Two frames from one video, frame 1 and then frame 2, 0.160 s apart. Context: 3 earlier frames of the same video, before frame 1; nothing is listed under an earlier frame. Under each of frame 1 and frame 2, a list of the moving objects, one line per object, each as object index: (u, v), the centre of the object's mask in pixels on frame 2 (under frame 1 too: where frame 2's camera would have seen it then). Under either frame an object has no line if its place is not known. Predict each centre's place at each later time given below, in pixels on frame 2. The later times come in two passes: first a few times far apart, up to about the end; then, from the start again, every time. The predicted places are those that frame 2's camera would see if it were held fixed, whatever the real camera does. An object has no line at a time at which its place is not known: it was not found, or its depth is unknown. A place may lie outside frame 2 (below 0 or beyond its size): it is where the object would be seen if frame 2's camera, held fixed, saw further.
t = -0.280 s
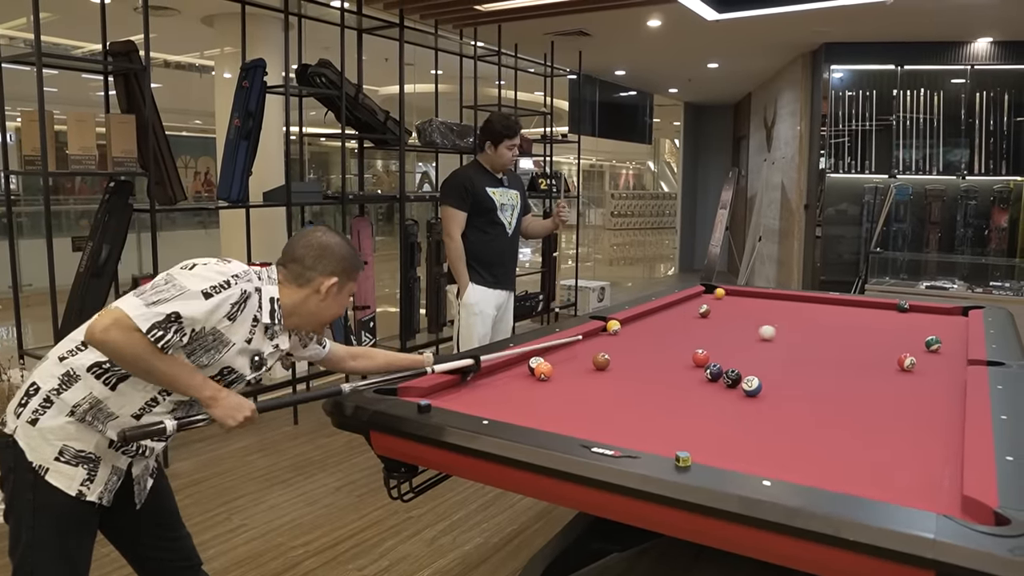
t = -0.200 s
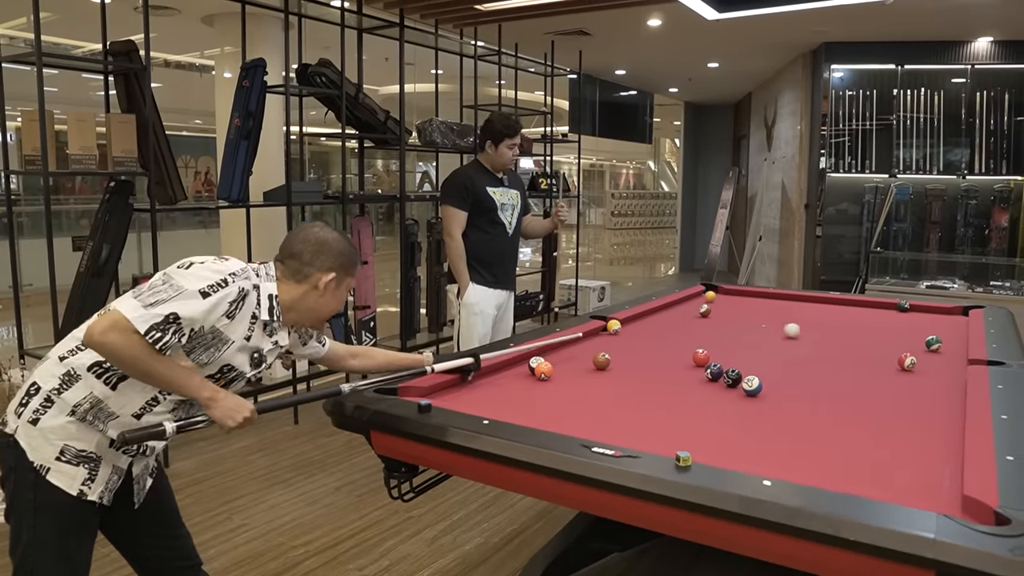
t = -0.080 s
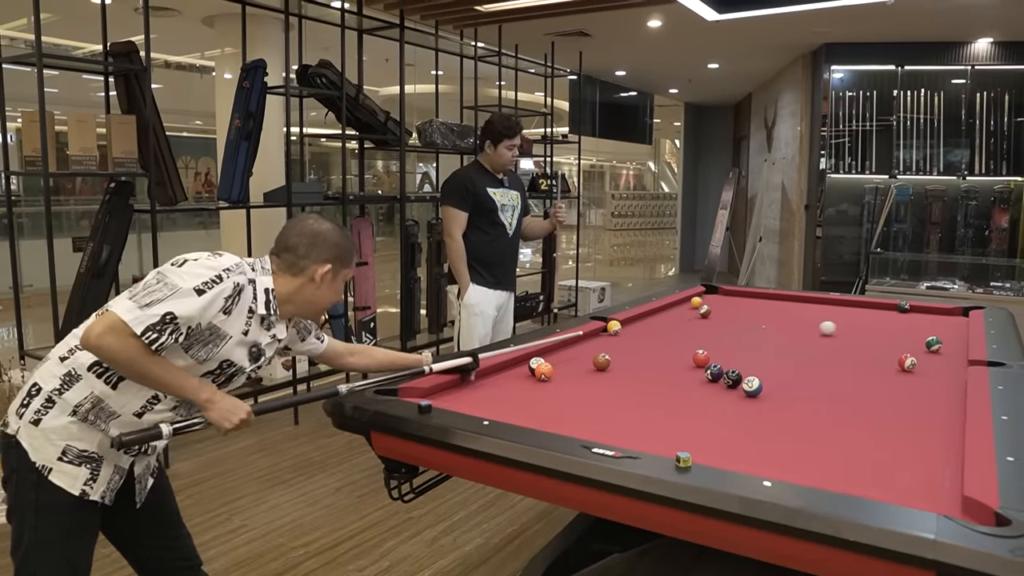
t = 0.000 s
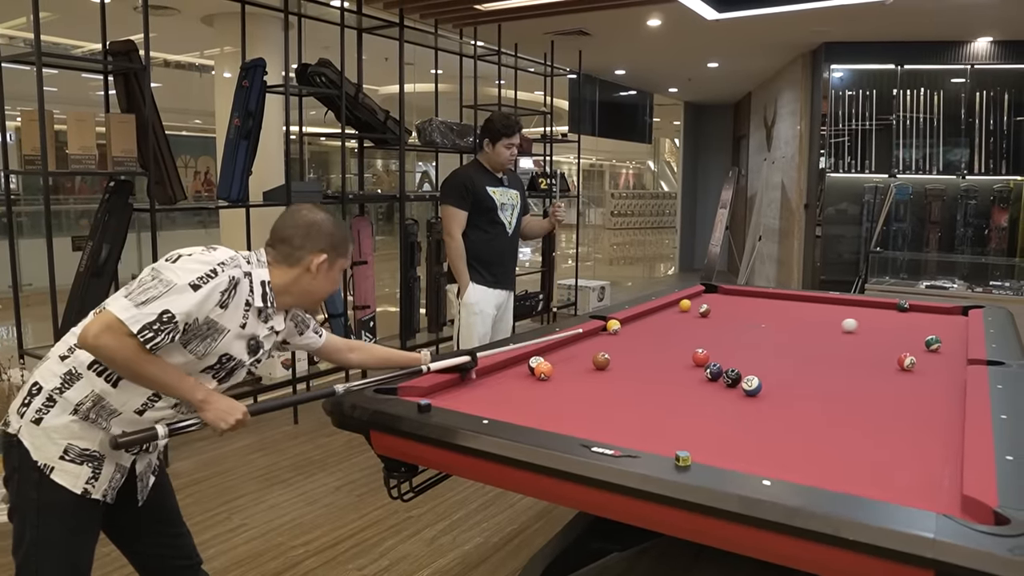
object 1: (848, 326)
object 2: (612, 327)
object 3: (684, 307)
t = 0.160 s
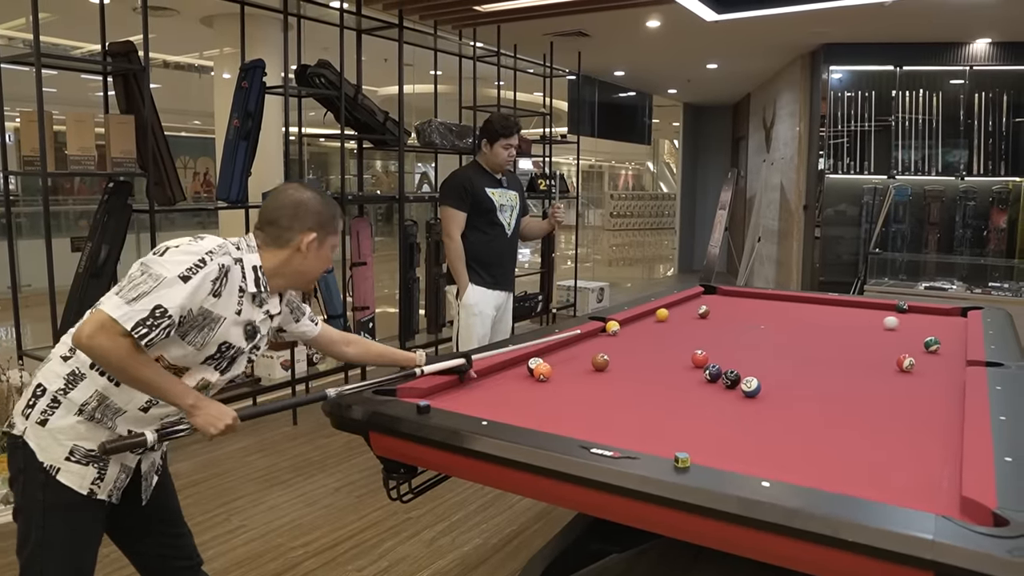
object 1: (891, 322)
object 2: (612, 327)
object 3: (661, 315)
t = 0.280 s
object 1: (920, 320)
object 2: (612, 327)
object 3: (642, 322)
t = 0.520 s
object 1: (953, 314)
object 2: (615, 331)
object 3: (632, 337)
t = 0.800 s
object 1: (921, 310)
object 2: (627, 337)
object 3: (634, 359)
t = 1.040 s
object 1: (890, 311)
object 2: (637, 341)
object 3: (637, 383)
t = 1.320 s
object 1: (855, 311)
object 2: (648, 347)
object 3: (642, 421)
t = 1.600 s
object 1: (821, 312)
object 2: (659, 353)
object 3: (673, 439)
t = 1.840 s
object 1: (793, 312)
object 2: (669, 358)
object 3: (719, 427)
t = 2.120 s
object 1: (760, 313)
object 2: (679, 364)
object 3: (765, 415)
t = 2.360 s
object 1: (733, 313)
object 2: (687, 369)
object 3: (798, 406)
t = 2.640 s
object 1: (704, 314)
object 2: (696, 374)
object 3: (833, 396)
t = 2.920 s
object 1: (682, 316)
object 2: (702, 379)
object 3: (862, 388)
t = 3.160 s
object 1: (663, 318)
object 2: (706, 383)
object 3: (885, 382)
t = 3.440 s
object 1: (641, 319)
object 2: (711, 387)
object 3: (908, 376)
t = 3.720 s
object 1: (632, 321)
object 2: (716, 391)
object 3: (929, 370)
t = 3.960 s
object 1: (633, 324)
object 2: (719, 393)
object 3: (944, 366)
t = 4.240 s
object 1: (634, 327)
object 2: (722, 396)
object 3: (955, 362)
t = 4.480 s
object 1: (634, 328)
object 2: (724, 397)
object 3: (945, 357)
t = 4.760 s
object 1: (635, 330)
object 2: (725, 398)
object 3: (936, 354)
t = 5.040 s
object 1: (635, 332)
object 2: (726, 399)
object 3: (928, 351)
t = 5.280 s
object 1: (636, 334)
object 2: (725, 398)
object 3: (922, 348)
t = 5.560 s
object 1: (637, 335)
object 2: (725, 398)
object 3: (918, 346)
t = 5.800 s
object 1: (637, 335)
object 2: (725, 398)
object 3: (915, 345)
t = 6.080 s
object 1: (638, 336)
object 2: (725, 398)
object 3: (911, 343)
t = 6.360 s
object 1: (638, 336)
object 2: (725, 398)
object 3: (910, 342)
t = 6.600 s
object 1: (638, 335)
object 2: (725, 398)
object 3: (909, 342)
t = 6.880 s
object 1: (637, 335)
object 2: (725, 398)
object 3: (908, 342)
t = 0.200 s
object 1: (900, 321)
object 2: (612, 327)
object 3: (655, 317)
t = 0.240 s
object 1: (911, 321)
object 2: (612, 327)
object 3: (649, 319)
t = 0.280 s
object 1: (920, 320)
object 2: (612, 327)
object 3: (642, 322)
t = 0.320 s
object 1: (929, 319)
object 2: (612, 328)
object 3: (635, 324)
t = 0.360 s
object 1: (939, 318)
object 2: (612, 327)
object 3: (628, 327)
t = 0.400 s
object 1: (948, 317)
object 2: (611, 328)
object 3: (627, 329)
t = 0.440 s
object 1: (957, 316)
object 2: (612, 329)
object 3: (629, 332)
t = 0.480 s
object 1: (958, 315)
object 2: (614, 330)
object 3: (631, 334)
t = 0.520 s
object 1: (953, 314)
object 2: (615, 331)
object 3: (632, 337)
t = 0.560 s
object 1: (949, 313)
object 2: (617, 331)
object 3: (632, 340)
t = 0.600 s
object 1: (945, 311)
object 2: (618, 332)
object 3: (632, 343)
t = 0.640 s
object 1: (941, 310)
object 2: (620, 333)
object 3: (633, 346)
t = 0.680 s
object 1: (937, 310)
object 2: (622, 334)
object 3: (633, 349)
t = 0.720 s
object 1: (931, 310)
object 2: (624, 335)
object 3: (633, 352)
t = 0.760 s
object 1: (926, 310)
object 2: (625, 335)
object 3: (634, 355)
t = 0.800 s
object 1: (921, 310)
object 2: (627, 337)
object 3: (634, 359)
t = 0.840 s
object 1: (916, 310)
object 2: (629, 337)
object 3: (635, 363)
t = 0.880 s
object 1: (911, 310)
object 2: (630, 338)
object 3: (635, 366)
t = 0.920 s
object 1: (905, 310)
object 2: (632, 339)
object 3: (636, 370)
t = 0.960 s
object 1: (900, 310)
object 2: (633, 340)
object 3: (636, 375)
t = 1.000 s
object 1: (895, 311)
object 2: (635, 340)
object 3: (637, 379)
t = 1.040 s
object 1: (890, 311)
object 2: (637, 341)
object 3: (637, 383)
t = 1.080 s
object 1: (885, 311)
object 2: (638, 342)
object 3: (638, 388)
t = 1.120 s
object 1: (880, 311)
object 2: (640, 343)
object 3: (639, 393)
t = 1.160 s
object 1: (875, 311)
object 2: (642, 344)
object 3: (639, 398)
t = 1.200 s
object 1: (870, 311)
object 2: (643, 345)
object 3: (640, 403)
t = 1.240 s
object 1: (865, 311)
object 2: (645, 346)
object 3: (641, 409)
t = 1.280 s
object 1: (860, 311)
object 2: (646, 346)
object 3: (641, 415)
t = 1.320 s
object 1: (855, 311)
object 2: (648, 347)
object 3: (642, 421)
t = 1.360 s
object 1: (850, 311)
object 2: (650, 348)
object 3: (643, 427)
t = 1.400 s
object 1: (845, 311)
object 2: (651, 349)
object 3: (644, 433)
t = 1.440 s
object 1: (840, 311)
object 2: (653, 350)
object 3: (644, 438)
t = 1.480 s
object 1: (836, 312)
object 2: (654, 351)
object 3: (648, 441)
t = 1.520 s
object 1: (831, 312)
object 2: (656, 352)
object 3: (657, 441)
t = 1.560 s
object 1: (826, 312)
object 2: (658, 352)
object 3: (666, 440)
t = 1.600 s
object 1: (821, 312)
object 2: (659, 353)
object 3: (673, 439)
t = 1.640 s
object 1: (816, 312)
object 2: (661, 354)
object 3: (681, 438)
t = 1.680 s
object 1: (811, 312)
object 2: (663, 355)
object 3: (690, 435)
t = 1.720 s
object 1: (806, 312)
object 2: (664, 356)
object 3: (697, 433)
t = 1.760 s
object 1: (801, 312)
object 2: (665, 357)
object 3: (705, 431)
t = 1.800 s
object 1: (797, 312)
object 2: (667, 357)
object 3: (712, 429)
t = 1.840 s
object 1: (793, 312)
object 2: (669, 358)
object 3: (719, 427)
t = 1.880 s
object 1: (788, 312)
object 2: (670, 359)
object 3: (726, 425)
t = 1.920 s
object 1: (783, 312)
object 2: (672, 360)
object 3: (733, 424)
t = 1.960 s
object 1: (778, 312)
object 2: (673, 361)
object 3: (740, 422)
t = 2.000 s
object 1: (774, 312)
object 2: (674, 361)
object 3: (747, 420)
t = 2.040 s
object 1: (769, 312)
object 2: (676, 362)
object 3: (753, 419)
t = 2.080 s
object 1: (764, 313)
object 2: (678, 363)
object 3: (759, 417)
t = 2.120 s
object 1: (760, 313)
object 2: (679, 364)
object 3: (765, 415)
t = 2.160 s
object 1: (755, 313)
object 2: (680, 365)
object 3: (771, 414)
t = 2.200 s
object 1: (751, 313)
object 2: (682, 366)
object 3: (777, 412)
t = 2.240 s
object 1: (746, 313)
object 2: (683, 366)
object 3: (782, 410)
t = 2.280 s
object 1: (742, 313)
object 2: (685, 367)
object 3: (788, 409)
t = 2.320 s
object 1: (737, 313)
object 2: (686, 368)
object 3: (793, 407)
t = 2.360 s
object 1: (733, 313)
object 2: (687, 369)
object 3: (798, 406)
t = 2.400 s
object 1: (728, 313)
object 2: (689, 370)
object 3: (804, 404)
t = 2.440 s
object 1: (724, 313)
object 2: (690, 370)
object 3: (809, 403)
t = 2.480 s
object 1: (719, 313)
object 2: (692, 371)
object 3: (814, 402)
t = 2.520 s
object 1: (715, 313)
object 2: (693, 372)
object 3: (819, 400)
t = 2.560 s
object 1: (711, 314)
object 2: (694, 373)
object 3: (824, 399)
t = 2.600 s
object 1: (708, 314)
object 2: (695, 373)
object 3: (828, 398)
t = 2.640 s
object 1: (704, 314)
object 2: (696, 374)
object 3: (833, 396)
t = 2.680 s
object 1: (701, 314)
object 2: (697, 375)
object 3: (838, 395)
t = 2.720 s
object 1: (698, 314)
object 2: (697, 376)
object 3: (842, 394)
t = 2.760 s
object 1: (695, 315)
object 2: (698, 376)
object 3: (846, 393)
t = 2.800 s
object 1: (691, 315)
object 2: (699, 377)
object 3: (851, 391)
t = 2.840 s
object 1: (688, 316)
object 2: (700, 378)
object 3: (855, 390)
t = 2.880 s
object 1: (685, 315)
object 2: (701, 378)
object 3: (859, 390)
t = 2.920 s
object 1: (682, 316)
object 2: (702, 379)
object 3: (862, 388)
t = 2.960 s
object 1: (679, 316)
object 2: (703, 380)
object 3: (867, 387)
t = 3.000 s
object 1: (675, 316)
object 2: (703, 380)
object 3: (871, 386)
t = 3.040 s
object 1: (672, 317)
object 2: (704, 381)
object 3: (874, 385)
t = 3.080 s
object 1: (669, 317)
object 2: (705, 381)
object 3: (878, 384)
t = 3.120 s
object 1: (666, 317)
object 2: (705, 382)
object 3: (881, 383)
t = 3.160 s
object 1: (663, 318)
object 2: (706, 383)
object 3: (885, 382)
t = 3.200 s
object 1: (660, 318)
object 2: (707, 383)
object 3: (889, 381)
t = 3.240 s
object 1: (656, 318)
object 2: (708, 384)
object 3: (892, 380)
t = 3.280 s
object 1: (653, 318)
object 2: (708, 385)
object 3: (895, 379)
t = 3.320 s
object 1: (650, 318)
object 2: (709, 386)
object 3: (899, 379)
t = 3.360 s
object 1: (647, 319)
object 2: (710, 386)
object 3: (902, 378)
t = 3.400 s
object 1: (644, 319)
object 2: (711, 387)
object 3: (905, 377)
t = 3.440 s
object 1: (641, 319)
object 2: (711, 387)
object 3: (908, 376)
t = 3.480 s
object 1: (638, 319)
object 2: (712, 388)
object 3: (911, 375)
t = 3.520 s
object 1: (635, 319)
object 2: (713, 388)
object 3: (914, 374)
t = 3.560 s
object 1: (632, 320)
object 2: (713, 389)
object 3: (917, 373)
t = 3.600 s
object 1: (632, 320)
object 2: (714, 389)
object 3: (920, 373)
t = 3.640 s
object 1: (632, 321)
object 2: (715, 390)
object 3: (923, 372)
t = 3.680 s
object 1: (632, 321)
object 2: (715, 390)
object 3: (925, 371)
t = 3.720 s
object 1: (632, 321)
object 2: (716, 391)
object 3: (929, 370)
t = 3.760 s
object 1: (632, 322)
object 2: (716, 391)
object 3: (931, 370)
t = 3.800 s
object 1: (632, 323)
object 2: (717, 392)
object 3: (934, 369)
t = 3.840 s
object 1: (632, 323)
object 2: (717, 392)
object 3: (936, 368)
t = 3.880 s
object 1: (632, 323)
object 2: (718, 393)
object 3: (939, 367)
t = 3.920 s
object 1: (633, 324)
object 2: (718, 393)
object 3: (941, 367)
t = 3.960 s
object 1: (633, 324)
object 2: (719, 393)
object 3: (944, 366)
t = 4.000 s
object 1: (633, 325)
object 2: (719, 394)
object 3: (946, 365)
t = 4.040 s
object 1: (633, 325)
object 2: (720, 394)
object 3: (949, 365)
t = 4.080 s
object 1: (633, 325)
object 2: (720, 395)
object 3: (951, 364)
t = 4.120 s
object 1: (633, 326)
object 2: (720, 395)
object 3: (954, 363)
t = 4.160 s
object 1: (633, 326)
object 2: (721, 395)
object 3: (956, 363)
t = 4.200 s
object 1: (633, 326)
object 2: (721, 395)
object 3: (957, 362)
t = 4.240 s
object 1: (634, 327)
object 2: (722, 396)
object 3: (955, 362)
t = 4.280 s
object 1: (634, 327)
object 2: (722, 396)
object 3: (954, 361)
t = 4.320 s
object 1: (634, 327)
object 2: (723, 396)
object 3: (952, 360)
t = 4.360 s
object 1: (634, 328)
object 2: (723, 396)
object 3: (950, 359)
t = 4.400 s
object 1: (634, 328)
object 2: (723, 397)
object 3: (948, 359)
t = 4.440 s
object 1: (634, 328)
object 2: (724, 397)
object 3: (947, 358)
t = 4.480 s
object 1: (634, 328)
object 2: (724, 397)
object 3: (945, 357)
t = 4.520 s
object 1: (634, 329)
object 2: (724, 397)
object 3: (944, 357)
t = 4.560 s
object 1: (635, 329)
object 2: (725, 397)
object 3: (943, 357)
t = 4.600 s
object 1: (635, 330)
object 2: (725, 398)
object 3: (941, 356)
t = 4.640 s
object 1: (635, 330)
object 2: (725, 398)
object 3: (940, 355)
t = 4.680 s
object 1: (635, 330)
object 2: (725, 398)
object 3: (938, 354)
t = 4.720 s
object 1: (635, 330)
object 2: (725, 398)
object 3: (937, 354)
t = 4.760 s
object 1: (635, 330)
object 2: (725, 398)
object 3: (936, 354)
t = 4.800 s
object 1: (635, 331)
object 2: (725, 398)
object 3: (935, 353)
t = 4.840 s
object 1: (635, 331)
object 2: (725, 398)
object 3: (934, 353)
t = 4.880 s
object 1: (635, 331)
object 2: (725, 398)
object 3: (933, 352)
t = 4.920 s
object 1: (635, 332)
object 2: (725, 398)
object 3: (931, 352)
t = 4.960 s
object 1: (635, 332)
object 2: (725, 398)
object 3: (930, 351)
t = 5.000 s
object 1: (635, 332)
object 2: (725, 398)
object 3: (929, 351)
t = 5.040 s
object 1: (635, 332)
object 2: (726, 399)
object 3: (928, 351)
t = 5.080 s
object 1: (636, 332)
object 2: (725, 398)
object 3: (927, 350)
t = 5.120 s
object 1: (636, 333)
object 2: (725, 398)
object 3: (926, 350)
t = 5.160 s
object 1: (636, 333)
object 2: (725, 398)
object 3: (925, 349)
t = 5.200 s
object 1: (636, 333)
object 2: (725, 398)
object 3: (924, 349)
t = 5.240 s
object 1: (636, 333)
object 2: (725, 398)
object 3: (923, 349)
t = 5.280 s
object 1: (636, 334)
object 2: (725, 398)
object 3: (922, 348)
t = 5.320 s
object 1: (636, 334)
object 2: (725, 398)
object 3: (922, 348)
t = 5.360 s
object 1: (636, 334)
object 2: (725, 398)
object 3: (921, 348)
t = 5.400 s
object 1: (636, 334)
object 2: (725, 398)
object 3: (920, 347)
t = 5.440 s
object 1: (636, 334)
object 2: (725, 398)
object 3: (920, 347)
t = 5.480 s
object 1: (637, 334)
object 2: (725, 398)
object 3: (919, 347)
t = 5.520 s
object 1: (637, 334)
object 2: (725, 398)
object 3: (918, 347)
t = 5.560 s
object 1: (637, 335)
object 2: (725, 398)
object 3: (918, 346)
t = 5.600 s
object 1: (637, 335)
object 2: (725, 398)
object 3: (917, 346)
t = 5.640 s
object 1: (637, 335)
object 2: (725, 398)
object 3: (916, 346)
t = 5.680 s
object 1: (637, 335)
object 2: (725, 398)
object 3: (916, 345)
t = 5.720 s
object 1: (637, 335)
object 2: (725, 398)
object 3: (915, 345)
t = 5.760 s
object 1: (637, 335)
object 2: (725, 398)
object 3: (915, 345)
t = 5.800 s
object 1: (637, 335)
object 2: (725, 398)
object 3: (915, 345)
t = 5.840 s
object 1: (637, 335)
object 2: (725, 398)
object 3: (914, 344)
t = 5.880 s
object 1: (637, 335)
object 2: (725, 398)
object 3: (913, 344)
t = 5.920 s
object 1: (637, 335)
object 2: (725, 398)
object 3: (913, 344)
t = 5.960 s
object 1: (637, 335)
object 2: (725, 398)
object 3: (912, 344)
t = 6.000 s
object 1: (637, 335)
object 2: (725, 398)
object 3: (912, 344)
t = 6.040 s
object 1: (638, 336)
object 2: (725, 398)
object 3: (912, 344)
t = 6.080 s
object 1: (638, 336)
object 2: (725, 398)
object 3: (911, 343)
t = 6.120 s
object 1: (638, 335)
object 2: (725, 398)
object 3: (911, 343)
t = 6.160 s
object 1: (638, 336)
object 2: (725, 398)
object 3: (911, 343)
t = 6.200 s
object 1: (638, 336)
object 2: (725, 398)
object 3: (911, 343)
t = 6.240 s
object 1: (638, 336)
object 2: (725, 398)
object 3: (910, 342)
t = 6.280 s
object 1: (638, 336)
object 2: (725, 398)
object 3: (910, 342)
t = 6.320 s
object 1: (638, 335)
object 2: (725, 398)
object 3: (910, 343)
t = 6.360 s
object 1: (638, 336)
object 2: (725, 398)
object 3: (910, 342)
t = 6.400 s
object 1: (638, 335)
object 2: (726, 398)
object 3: (910, 342)
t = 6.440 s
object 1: (638, 336)
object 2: (726, 398)
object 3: (910, 342)
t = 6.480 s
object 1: (638, 335)
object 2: (725, 398)
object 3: (910, 342)
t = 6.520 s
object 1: (638, 335)
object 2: (725, 398)
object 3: (909, 342)
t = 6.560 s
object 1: (638, 335)
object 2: (725, 398)
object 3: (909, 342)
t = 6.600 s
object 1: (638, 335)
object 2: (725, 398)
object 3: (909, 342)
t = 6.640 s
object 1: (637, 335)
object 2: (725, 398)
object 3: (909, 342)
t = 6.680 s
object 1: (638, 335)
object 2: (725, 398)
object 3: (909, 342)
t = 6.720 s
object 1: (638, 335)
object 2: (725, 398)
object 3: (909, 342)
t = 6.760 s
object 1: (637, 335)
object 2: (725, 398)
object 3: (908, 342)
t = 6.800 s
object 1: (637, 335)
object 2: (725, 398)
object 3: (908, 342)
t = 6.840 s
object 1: (637, 335)
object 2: (725, 398)
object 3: (908, 342)
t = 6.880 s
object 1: (637, 335)
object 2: (725, 398)
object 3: (908, 342)
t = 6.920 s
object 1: (637, 335)
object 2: (725, 398)
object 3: (908, 342)
